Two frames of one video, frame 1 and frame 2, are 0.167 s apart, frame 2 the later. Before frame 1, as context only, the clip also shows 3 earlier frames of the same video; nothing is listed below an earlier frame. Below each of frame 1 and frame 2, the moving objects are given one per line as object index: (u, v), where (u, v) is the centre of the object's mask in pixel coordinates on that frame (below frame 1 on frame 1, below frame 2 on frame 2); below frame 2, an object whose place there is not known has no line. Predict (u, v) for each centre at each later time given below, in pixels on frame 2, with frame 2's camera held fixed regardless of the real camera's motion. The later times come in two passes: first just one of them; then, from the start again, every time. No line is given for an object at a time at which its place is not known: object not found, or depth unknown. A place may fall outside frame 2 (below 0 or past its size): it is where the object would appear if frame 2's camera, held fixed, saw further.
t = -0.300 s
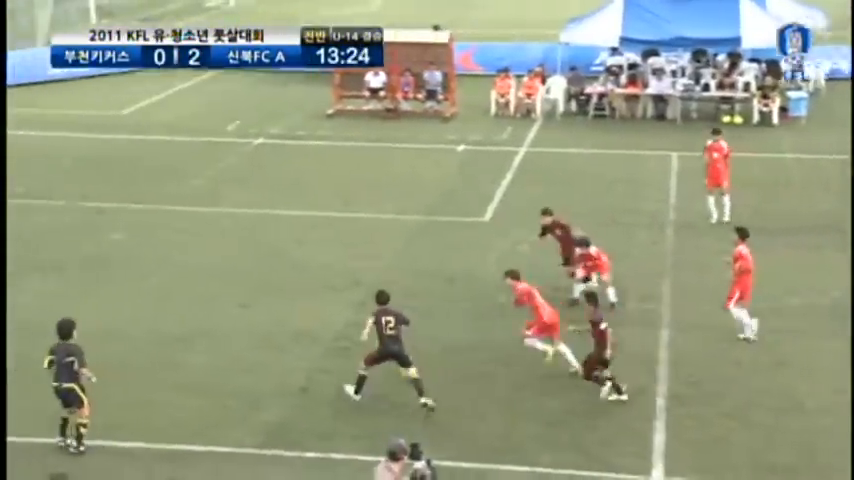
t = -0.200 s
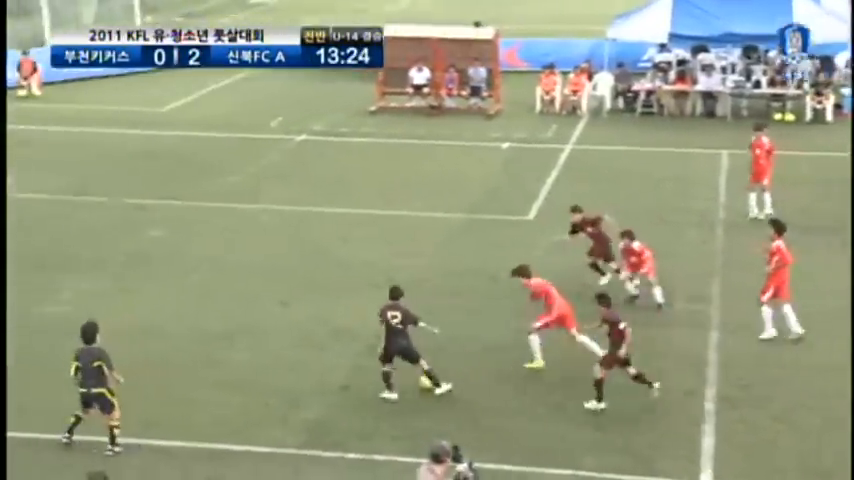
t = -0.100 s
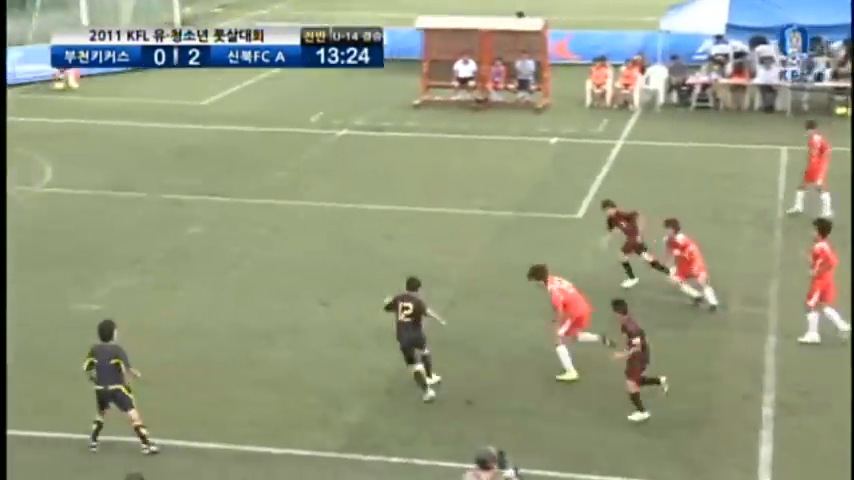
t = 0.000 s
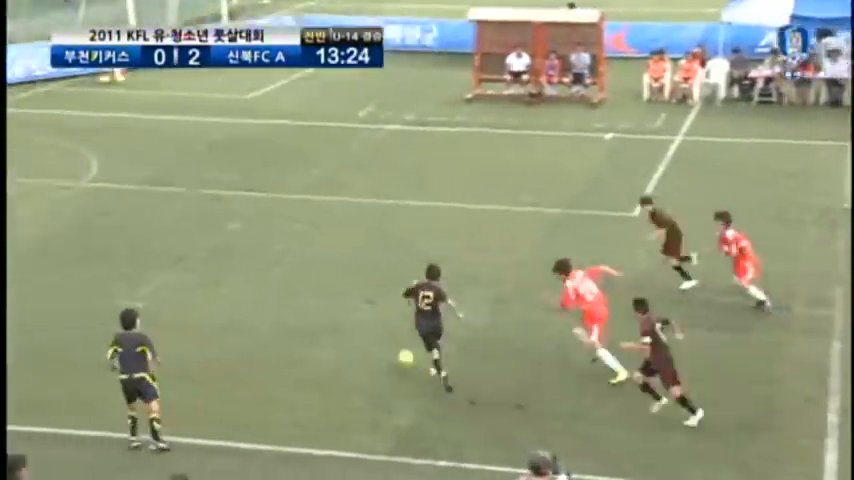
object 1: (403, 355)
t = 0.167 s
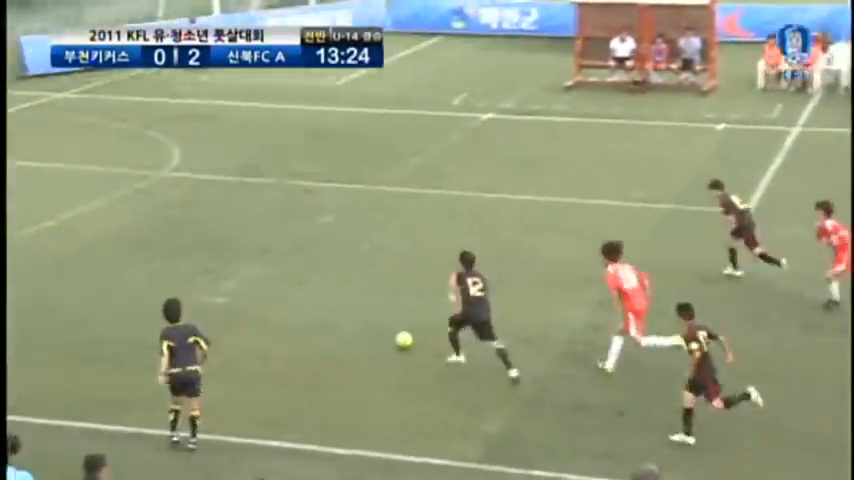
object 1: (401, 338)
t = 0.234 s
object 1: (367, 331)
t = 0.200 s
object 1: (384, 334)
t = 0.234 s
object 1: (367, 331)
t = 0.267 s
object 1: (352, 327)
